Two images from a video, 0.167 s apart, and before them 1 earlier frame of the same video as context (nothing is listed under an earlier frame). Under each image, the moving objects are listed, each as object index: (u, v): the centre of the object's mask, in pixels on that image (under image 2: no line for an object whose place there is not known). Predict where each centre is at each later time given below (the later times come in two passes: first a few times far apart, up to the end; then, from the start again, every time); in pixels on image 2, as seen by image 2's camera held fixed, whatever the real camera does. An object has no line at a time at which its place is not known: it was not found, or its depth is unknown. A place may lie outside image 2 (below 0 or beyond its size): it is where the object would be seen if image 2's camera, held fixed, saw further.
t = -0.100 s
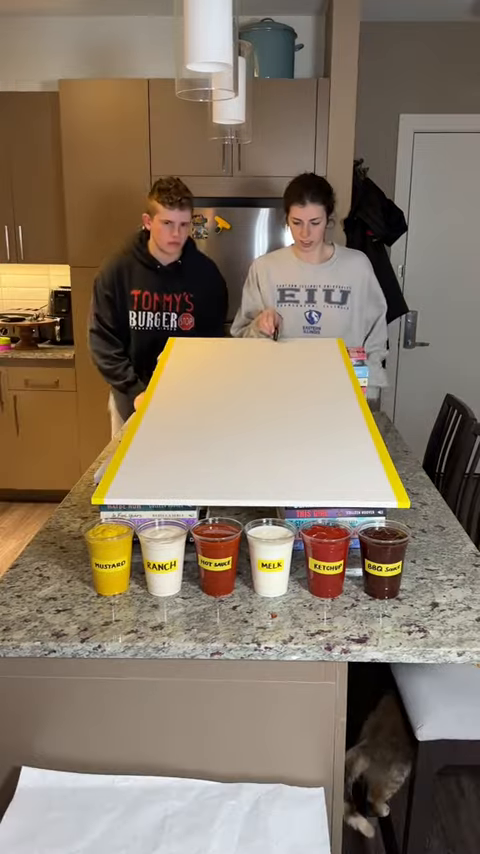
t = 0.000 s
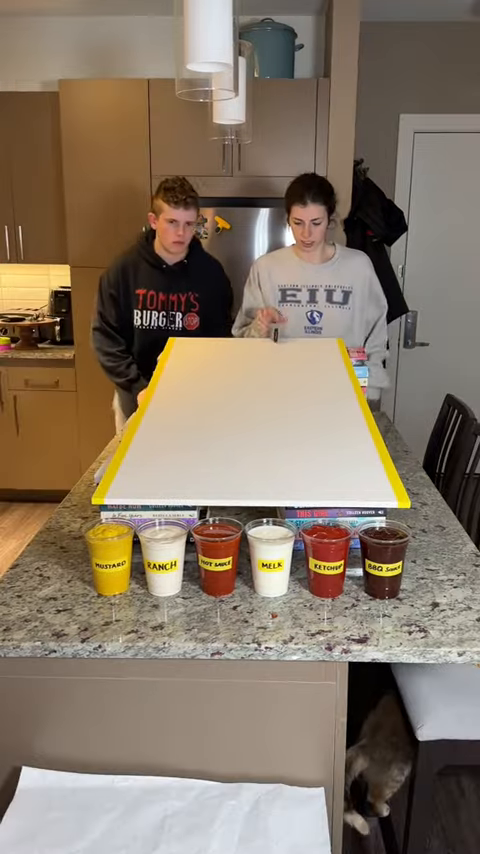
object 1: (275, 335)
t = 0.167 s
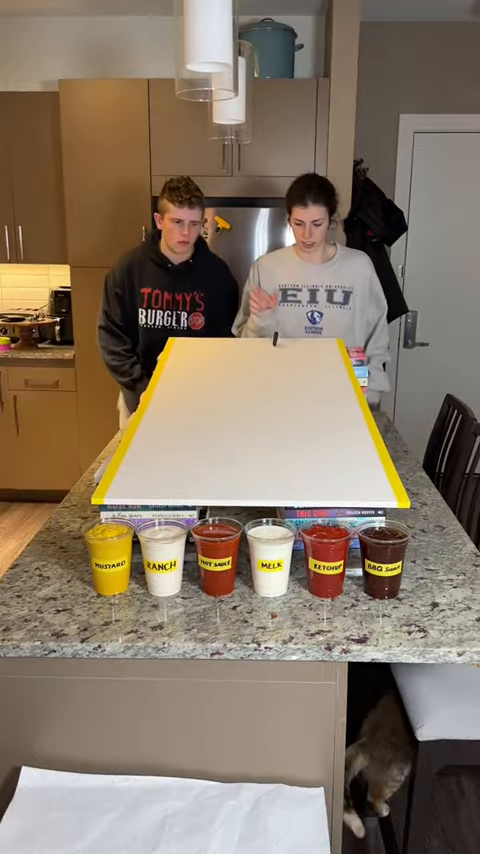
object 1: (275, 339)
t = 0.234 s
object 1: (275, 340)
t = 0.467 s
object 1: (276, 351)
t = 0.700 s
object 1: (276, 366)
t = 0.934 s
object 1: (275, 389)
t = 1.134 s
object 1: (275, 413)
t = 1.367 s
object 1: (273, 454)
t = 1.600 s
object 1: (267, 532)
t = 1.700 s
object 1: (274, 537)
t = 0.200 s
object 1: (275, 340)
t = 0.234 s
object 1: (275, 340)
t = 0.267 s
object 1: (275, 342)
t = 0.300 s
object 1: (275, 343)
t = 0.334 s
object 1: (275, 344)
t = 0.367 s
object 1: (275, 346)
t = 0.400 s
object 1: (276, 347)
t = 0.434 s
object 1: (276, 349)
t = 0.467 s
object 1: (276, 351)
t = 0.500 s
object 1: (276, 353)
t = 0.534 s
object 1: (276, 355)
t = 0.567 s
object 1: (276, 357)
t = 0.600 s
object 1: (276, 359)
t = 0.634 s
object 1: (276, 361)
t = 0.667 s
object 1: (276, 364)
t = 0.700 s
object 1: (276, 366)
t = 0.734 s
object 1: (276, 369)
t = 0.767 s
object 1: (276, 372)
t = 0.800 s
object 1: (276, 375)
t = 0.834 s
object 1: (276, 378)
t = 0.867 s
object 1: (276, 382)
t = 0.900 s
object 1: (276, 385)
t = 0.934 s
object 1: (275, 389)
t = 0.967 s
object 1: (276, 392)
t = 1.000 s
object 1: (275, 396)
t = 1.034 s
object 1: (275, 400)
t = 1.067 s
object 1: (275, 404)
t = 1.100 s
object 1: (275, 409)
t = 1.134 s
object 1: (275, 413)
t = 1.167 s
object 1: (275, 419)
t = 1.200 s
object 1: (275, 424)
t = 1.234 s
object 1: (275, 429)
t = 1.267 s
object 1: (275, 434)
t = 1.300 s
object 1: (274, 441)
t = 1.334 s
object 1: (273, 447)
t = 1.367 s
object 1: (273, 454)
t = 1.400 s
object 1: (273, 461)
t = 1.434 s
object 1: (272, 469)
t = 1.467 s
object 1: (271, 477)
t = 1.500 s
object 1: (270, 486)
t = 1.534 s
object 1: (269, 496)
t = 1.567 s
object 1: (268, 513)
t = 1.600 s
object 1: (267, 532)
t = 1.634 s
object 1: (272, 534)
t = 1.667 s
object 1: (275, 537)
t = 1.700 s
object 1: (274, 537)
